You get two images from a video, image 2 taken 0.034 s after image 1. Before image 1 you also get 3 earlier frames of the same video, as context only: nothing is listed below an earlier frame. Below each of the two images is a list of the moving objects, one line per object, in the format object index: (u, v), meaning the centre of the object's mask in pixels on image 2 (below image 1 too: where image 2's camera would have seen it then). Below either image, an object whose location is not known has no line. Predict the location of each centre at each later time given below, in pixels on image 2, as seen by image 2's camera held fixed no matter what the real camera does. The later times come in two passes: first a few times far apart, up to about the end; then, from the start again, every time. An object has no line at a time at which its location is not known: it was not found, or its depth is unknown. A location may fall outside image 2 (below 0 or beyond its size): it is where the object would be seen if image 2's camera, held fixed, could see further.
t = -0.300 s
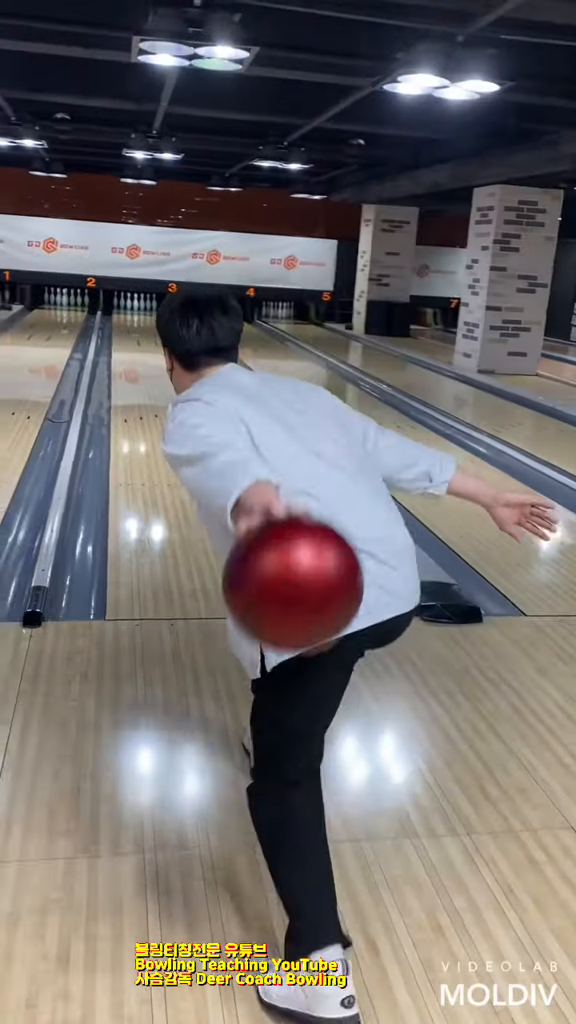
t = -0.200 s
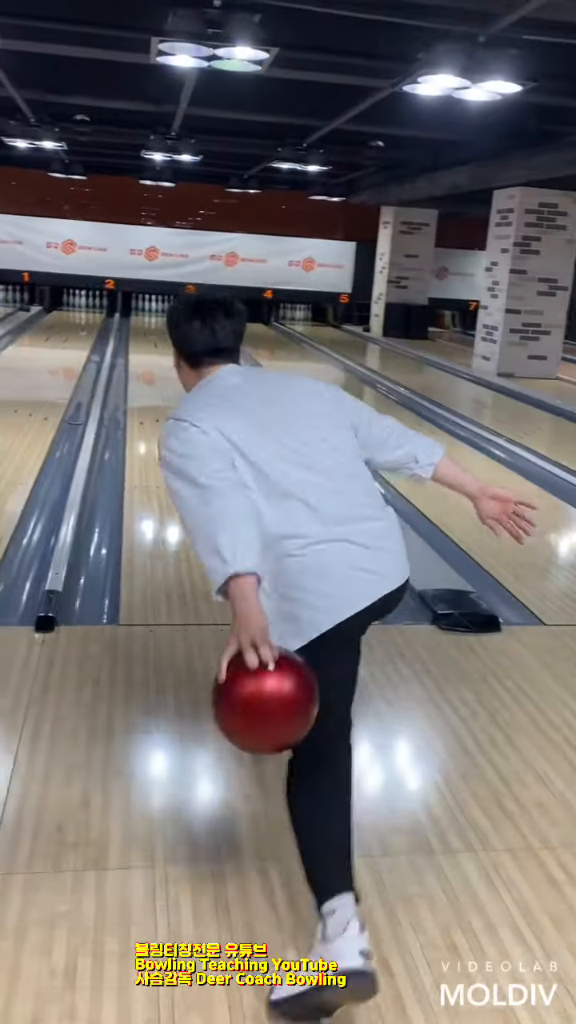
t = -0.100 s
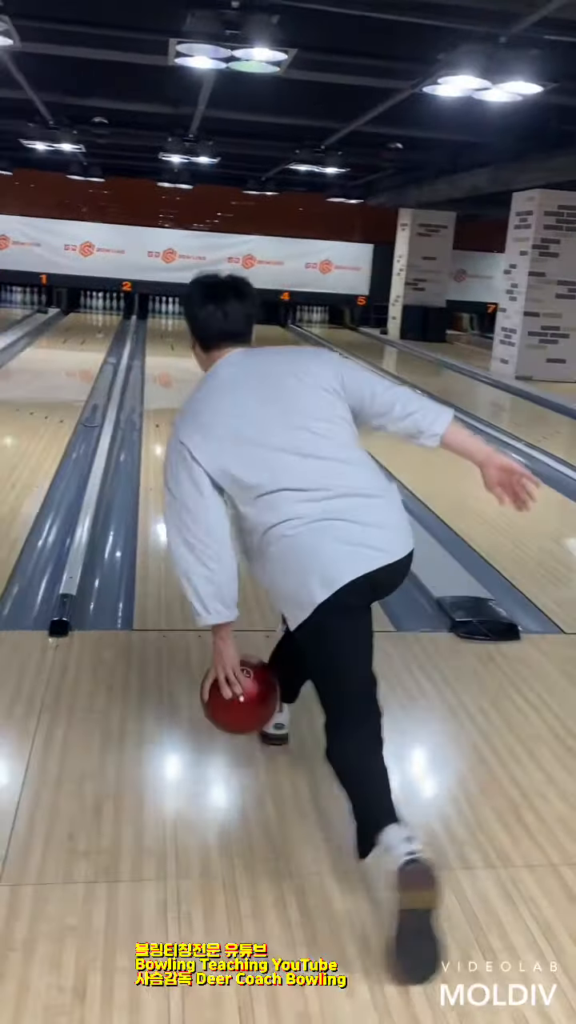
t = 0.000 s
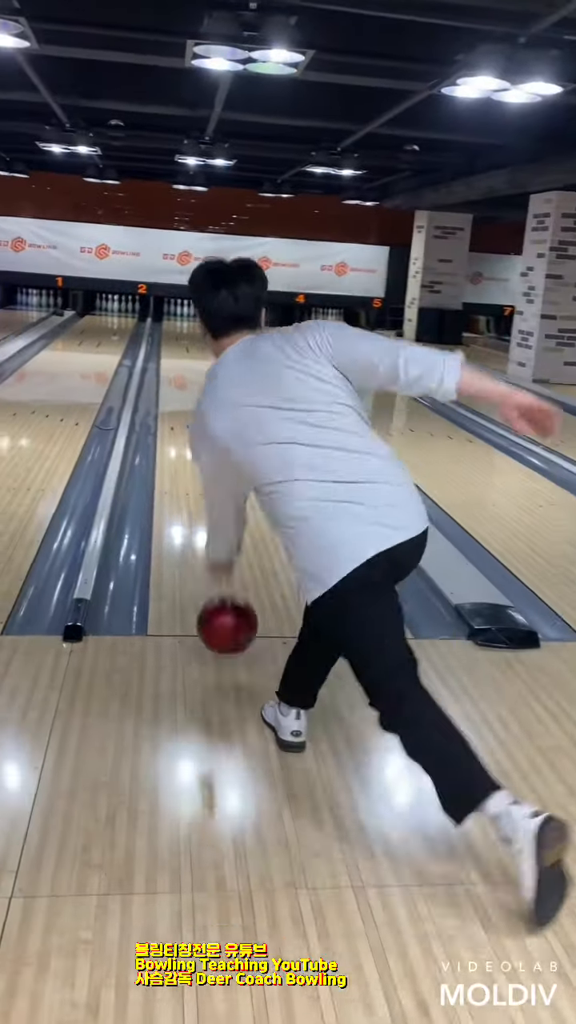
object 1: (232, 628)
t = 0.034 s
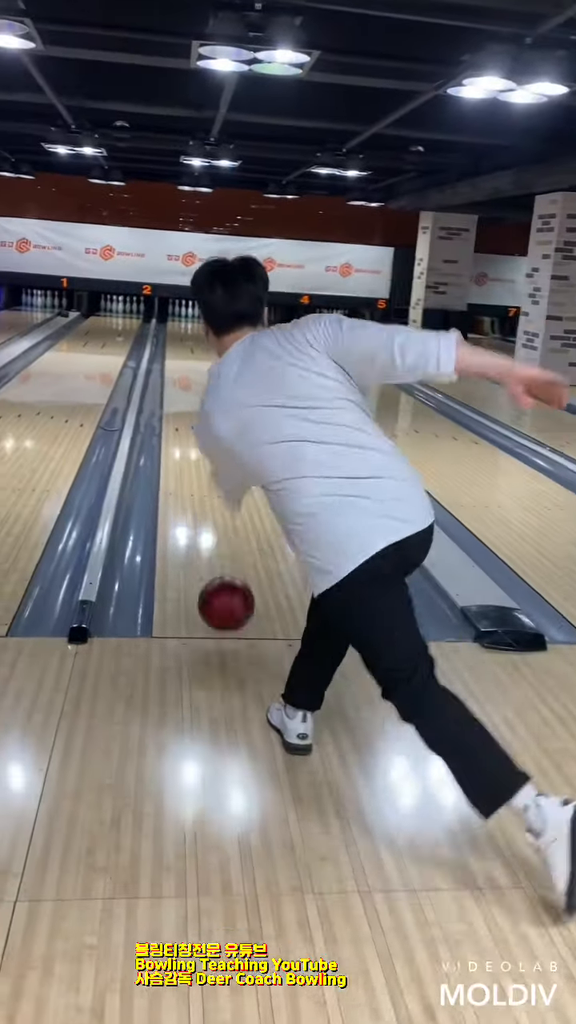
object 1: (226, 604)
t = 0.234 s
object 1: (203, 508)
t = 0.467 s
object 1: (189, 443)
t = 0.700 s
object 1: (183, 404)
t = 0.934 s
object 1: (180, 379)
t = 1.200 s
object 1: (178, 359)
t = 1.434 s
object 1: (178, 347)
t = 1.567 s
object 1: (179, 341)
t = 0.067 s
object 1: (221, 587)
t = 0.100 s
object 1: (216, 572)
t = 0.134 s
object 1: (212, 552)
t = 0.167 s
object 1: (209, 536)
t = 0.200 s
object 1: (206, 521)
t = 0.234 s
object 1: (203, 508)
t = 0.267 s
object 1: (200, 496)
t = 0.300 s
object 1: (198, 484)
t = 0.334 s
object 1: (197, 476)
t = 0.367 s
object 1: (195, 467)
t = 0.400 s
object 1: (193, 458)
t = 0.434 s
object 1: (192, 450)
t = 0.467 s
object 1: (189, 443)
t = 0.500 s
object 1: (186, 438)
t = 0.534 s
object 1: (184, 431)
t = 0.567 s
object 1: (183, 425)
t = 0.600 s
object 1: (183, 419)
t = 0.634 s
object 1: (183, 413)
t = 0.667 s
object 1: (183, 409)
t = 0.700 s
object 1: (183, 404)
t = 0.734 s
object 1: (182, 400)
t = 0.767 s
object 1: (181, 396)
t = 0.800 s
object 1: (181, 392)
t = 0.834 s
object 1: (180, 389)
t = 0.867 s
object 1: (180, 385)
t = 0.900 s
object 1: (180, 382)
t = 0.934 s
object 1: (180, 379)
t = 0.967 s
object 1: (179, 376)
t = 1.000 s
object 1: (179, 374)
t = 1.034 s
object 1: (179, 371)
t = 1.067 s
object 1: (178, 369)
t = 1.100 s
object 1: (178, 366)
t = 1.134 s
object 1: (178, 364)
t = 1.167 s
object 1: (178, 361)
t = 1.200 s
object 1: (178, 359)
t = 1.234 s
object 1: (178, 357)
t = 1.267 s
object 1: (178, 355)
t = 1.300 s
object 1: (178, 354)
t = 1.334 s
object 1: (178, 352)
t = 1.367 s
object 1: (178, 350)
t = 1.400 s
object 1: (178, 348)
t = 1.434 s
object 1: (178, 347)
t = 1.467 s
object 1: (179, 345)
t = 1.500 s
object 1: (179, 344)
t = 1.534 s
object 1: (179, 343)
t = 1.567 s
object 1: (179, 341)
